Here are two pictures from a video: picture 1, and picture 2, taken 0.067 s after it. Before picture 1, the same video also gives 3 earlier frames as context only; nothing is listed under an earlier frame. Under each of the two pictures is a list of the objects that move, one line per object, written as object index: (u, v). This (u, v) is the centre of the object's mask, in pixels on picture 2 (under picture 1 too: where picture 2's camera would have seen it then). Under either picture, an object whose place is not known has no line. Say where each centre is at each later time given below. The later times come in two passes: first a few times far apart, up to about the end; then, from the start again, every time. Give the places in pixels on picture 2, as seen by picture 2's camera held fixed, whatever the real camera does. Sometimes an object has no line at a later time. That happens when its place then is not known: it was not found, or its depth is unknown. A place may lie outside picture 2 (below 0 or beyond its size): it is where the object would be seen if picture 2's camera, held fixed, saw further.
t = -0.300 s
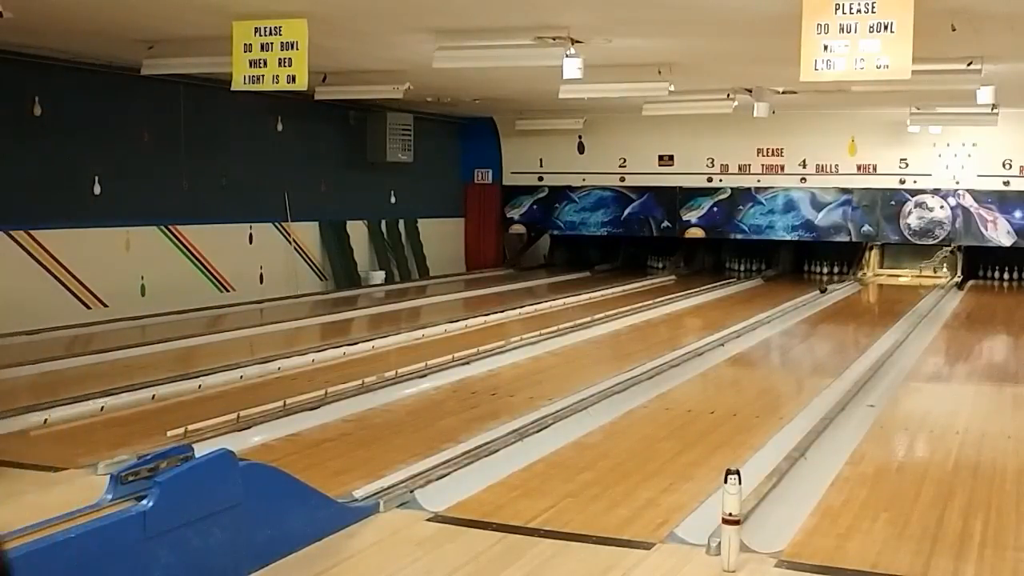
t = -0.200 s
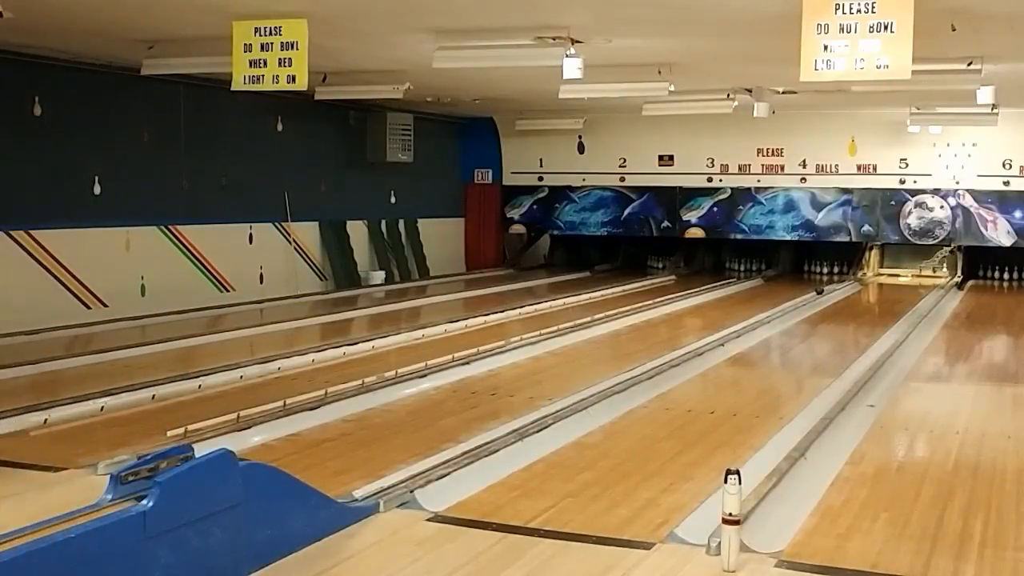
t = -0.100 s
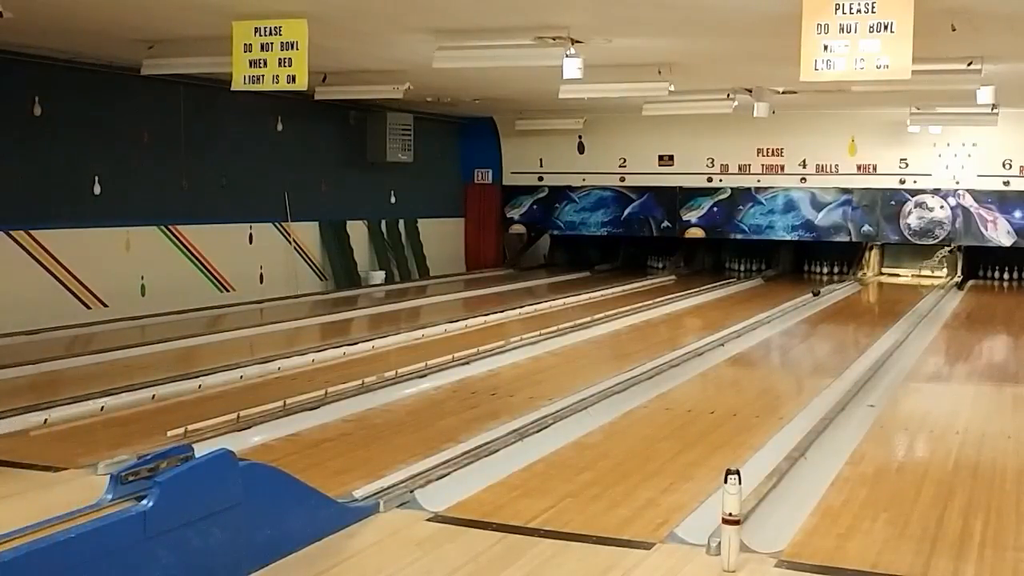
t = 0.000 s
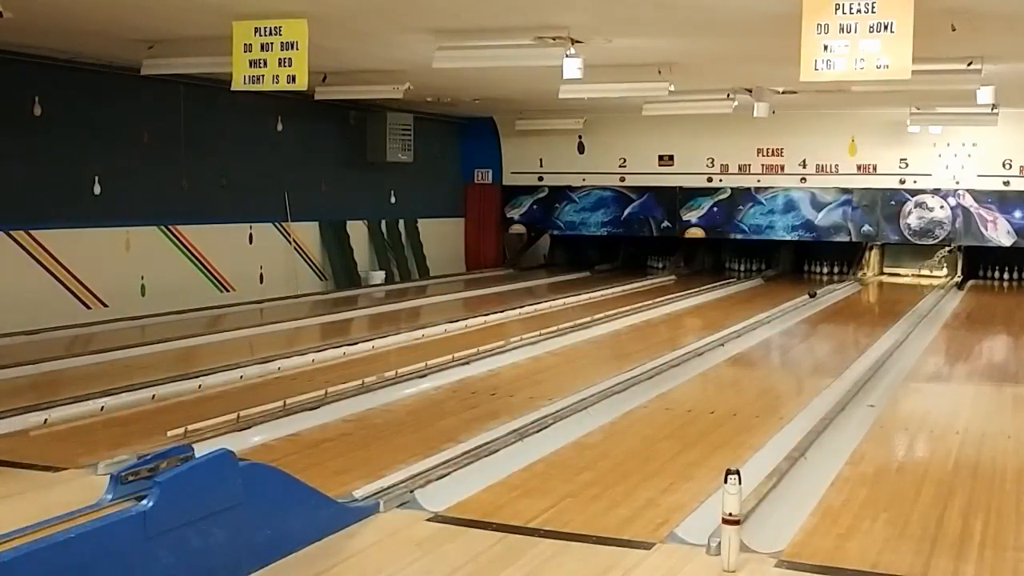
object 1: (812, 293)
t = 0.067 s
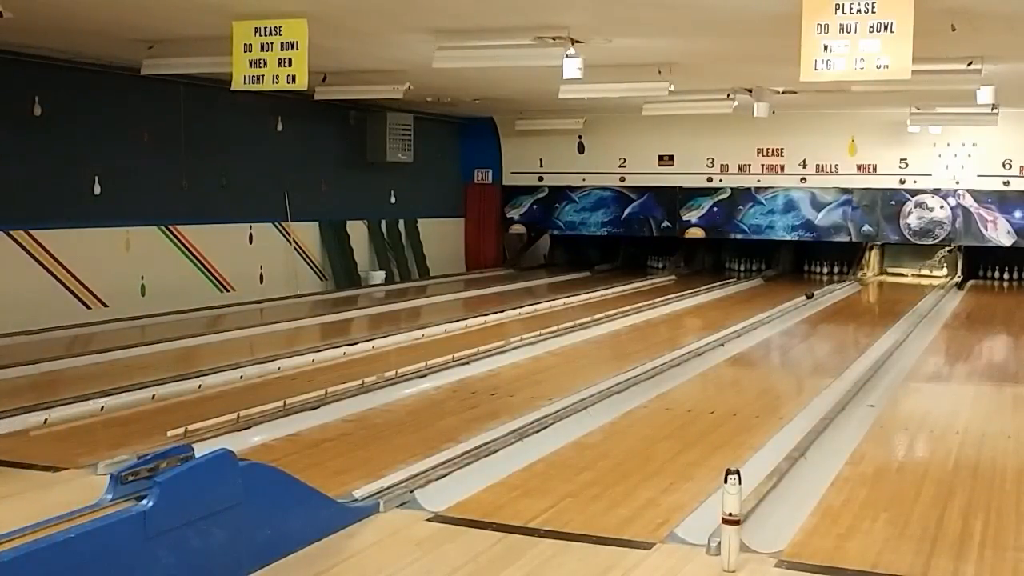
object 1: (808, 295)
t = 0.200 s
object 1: (803, 297)
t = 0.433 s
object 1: (794, 301)
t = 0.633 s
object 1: (784, 305)
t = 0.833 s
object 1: (774, 310)
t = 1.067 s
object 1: (762, 315)
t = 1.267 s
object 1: (751, 320)
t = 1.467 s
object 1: (738, 326)
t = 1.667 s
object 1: (724, 331)
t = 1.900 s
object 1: (706, 339)
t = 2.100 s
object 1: (690, 346)
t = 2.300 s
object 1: (671, 354)
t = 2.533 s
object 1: (647, 365)
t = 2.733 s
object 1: (624, 374)
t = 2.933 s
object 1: (597, 386)
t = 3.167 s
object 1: (563, 401)
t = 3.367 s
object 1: (528, 417)
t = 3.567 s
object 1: (488, 435)
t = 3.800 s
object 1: (432, 459)
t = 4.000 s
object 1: (375, 483)
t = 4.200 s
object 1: (313, 473)
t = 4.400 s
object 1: (260, 446)
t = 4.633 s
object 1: (196, 452)
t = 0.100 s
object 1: (807, 295)
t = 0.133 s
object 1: (806, 296)
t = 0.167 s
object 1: (805, 297)
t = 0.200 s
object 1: (803, 297)
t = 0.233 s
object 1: (802, 298)
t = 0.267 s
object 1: (801, 299)
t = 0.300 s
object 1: (799, 299)
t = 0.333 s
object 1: (798, 300)
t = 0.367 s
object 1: (796, 300)
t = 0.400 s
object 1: (795, 301)
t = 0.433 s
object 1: (794, 301)
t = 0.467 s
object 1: (792, 302)
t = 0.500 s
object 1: (790, 302)
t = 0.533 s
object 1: (789, 303)
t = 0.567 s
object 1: (787, 304)
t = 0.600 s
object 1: (786, 305)
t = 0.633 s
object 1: (784, 305)
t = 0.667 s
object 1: (783, 306)
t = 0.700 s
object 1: (782, 306)
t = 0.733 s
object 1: (780, 307)
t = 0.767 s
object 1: (778, 308)
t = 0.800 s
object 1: (776, 309)
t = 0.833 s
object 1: (774, 310)
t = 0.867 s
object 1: (773, 310)
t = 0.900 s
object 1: (771, 311)
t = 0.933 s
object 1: (769, 312)
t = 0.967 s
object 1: (768, 313)
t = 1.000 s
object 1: (766, 313)
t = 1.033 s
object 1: (764, 314)
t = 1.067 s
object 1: (762, 315)
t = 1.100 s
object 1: (760, 316)
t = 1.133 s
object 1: (758, 317)
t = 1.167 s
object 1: (756, 317)
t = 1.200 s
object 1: (754, 318)
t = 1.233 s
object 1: (752, 319)
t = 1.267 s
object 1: (751, 320)
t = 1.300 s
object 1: (749, 321)
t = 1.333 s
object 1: (746, 322)
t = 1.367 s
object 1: (744, 323)
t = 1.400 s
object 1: (742, 324)
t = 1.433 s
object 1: (740, 325)
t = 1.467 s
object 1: (738, 326)
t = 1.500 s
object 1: (736, 327)
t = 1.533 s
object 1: (733, 328)
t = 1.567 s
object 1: (731, 329)
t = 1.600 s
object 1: (729, 329)
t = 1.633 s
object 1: (726, 330)
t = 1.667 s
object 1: (724, 331)
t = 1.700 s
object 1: (721, 333)
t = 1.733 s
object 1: (719, 334)
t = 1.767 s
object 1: (717, 335)
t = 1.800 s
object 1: (714, 336)
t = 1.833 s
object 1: (711, 337)
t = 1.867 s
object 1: (709, 338)
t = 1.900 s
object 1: (706, 339)
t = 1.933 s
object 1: (704, 341)
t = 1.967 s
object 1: (701, 342)
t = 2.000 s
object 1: (698, 343)
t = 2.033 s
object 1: (695, 344)
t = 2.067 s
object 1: (692, 345)
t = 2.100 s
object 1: (690, 346)
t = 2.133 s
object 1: (687, 348)
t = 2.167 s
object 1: (683, 349)
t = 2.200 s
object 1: (681, 350)
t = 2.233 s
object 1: (678, 352)
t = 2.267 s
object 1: (674, 353)
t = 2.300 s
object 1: (671, 354)
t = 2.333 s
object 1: (668, 356)
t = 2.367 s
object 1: (665, 357)
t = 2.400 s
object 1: (661, 359)
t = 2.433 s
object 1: (658, 360)
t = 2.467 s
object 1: (655, 362)
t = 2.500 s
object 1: (651, 363)
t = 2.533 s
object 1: (647, 365)
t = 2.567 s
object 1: (643, 367)
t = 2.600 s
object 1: (640, 368)
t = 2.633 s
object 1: (636, 370)
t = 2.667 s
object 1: (632, 371)
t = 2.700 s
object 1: (628, 373)
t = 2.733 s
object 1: (624, 374)
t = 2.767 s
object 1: (620, 376)
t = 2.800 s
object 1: (615, 378)
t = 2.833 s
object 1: (611, 380)
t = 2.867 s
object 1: (607, 382)
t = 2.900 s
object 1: (602, 384)
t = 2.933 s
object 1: (597, 386)
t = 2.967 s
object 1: (593, 388)
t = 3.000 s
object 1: (588, 390)
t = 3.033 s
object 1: (583, 393)
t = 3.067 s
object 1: (578, 395)
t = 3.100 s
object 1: (573, 397)
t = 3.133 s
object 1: (568, 399)
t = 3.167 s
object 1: (563, 401)
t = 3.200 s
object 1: (558, 404)
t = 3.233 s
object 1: (552, 407)
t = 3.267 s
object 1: (546, 409)
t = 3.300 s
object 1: (540, 412)
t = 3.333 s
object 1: (534, 414)
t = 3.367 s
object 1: (528, 417)
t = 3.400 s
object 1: (522, 420)
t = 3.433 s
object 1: (515, 423)
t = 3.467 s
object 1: (509, 426)
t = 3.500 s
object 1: (502, 429)
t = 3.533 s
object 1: (495, 432)
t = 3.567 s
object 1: (488, 435)
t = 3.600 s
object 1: (480, 438)
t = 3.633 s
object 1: (473, 441)
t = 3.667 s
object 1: (465, 444)
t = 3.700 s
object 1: (457, 448)
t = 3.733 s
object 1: (449, 451)
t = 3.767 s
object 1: (441, 455)
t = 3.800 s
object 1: (432, 459)
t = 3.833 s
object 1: (424, 462)
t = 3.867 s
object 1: (414, 467)
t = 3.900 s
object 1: (405, 470)
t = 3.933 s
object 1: (394, 475)
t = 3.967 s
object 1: (385, 479)
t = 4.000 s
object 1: (375, 483)
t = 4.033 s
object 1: (364, 488)
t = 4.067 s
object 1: (353, 490)
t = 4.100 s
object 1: (343, 488)
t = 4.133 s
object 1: (333, 484)
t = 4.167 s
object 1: (323, 479)
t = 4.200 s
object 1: (313, 473)
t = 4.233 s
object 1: (305, 468)
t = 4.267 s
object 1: (295, 462)
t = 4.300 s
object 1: (286, 457)
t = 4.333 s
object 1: (277, 453)
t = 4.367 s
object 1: (268, 449)
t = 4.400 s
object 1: (260, 446)
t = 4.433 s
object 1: (251, 444)
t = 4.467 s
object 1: (243, 444)
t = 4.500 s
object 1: (235, 443)
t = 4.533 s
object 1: (225, 444)
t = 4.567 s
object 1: (211, 446)
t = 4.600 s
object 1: (203, 448)
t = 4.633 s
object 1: (196, 452)
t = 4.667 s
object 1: (186, 454)
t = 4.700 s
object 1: (168, 463)
